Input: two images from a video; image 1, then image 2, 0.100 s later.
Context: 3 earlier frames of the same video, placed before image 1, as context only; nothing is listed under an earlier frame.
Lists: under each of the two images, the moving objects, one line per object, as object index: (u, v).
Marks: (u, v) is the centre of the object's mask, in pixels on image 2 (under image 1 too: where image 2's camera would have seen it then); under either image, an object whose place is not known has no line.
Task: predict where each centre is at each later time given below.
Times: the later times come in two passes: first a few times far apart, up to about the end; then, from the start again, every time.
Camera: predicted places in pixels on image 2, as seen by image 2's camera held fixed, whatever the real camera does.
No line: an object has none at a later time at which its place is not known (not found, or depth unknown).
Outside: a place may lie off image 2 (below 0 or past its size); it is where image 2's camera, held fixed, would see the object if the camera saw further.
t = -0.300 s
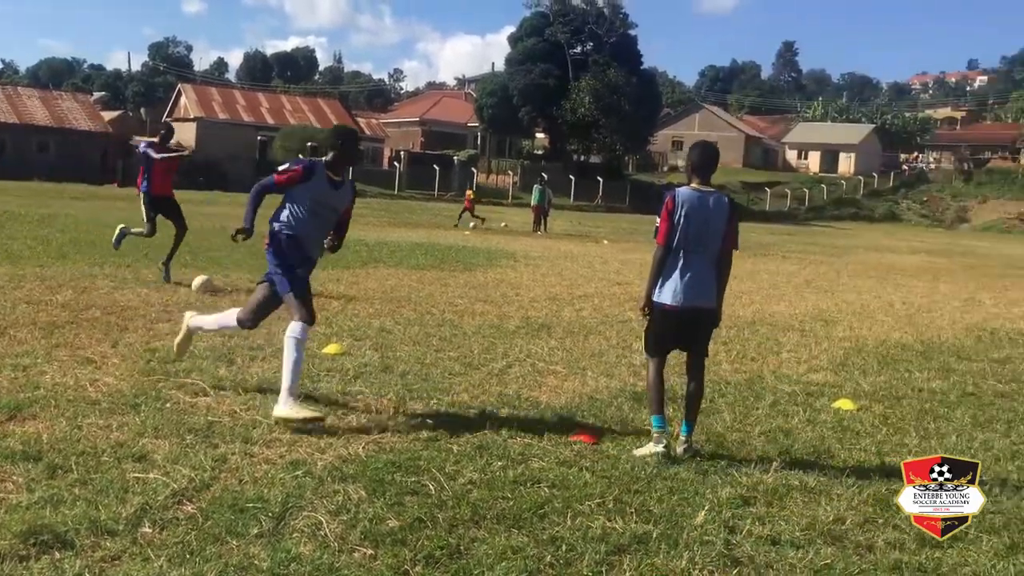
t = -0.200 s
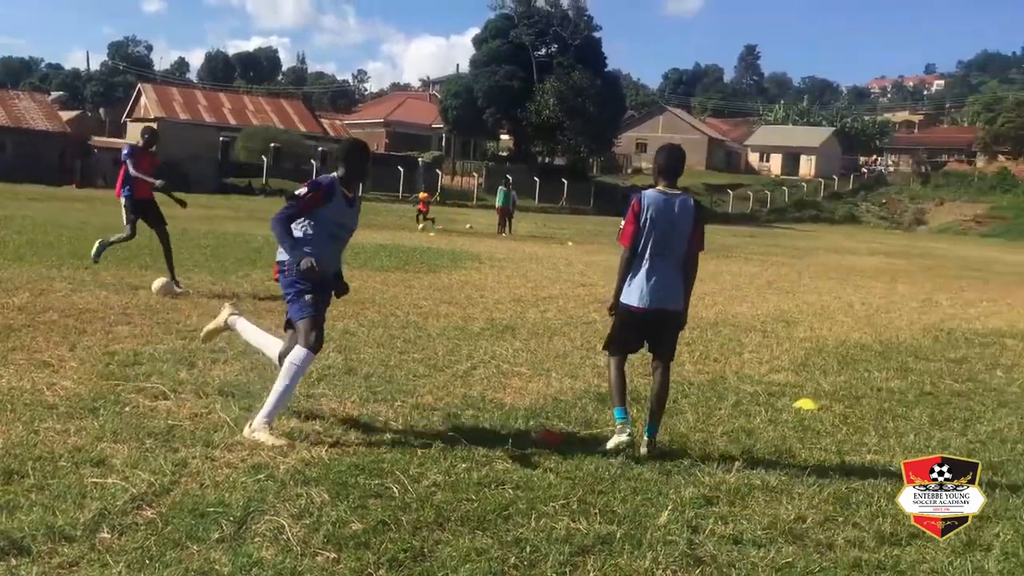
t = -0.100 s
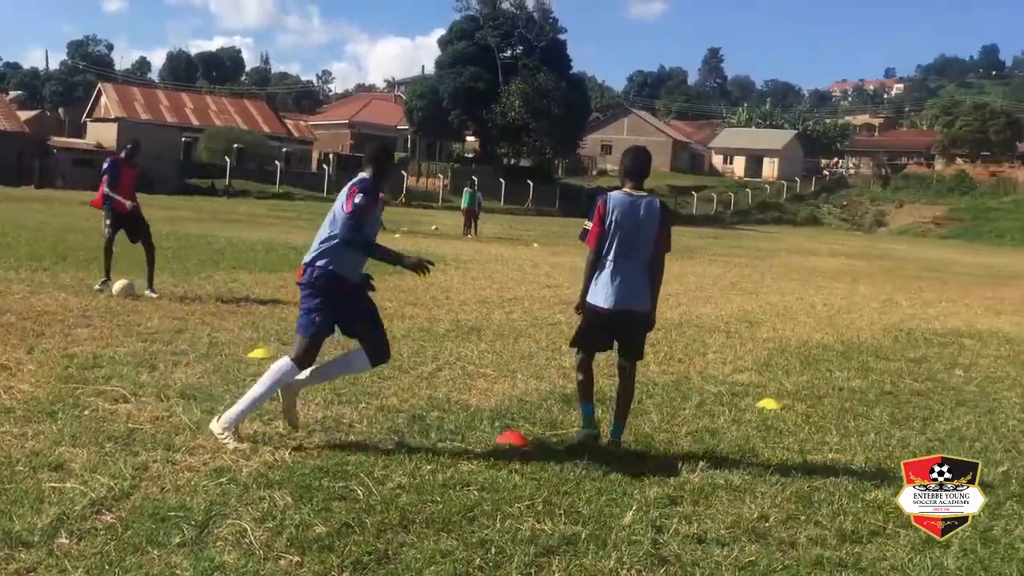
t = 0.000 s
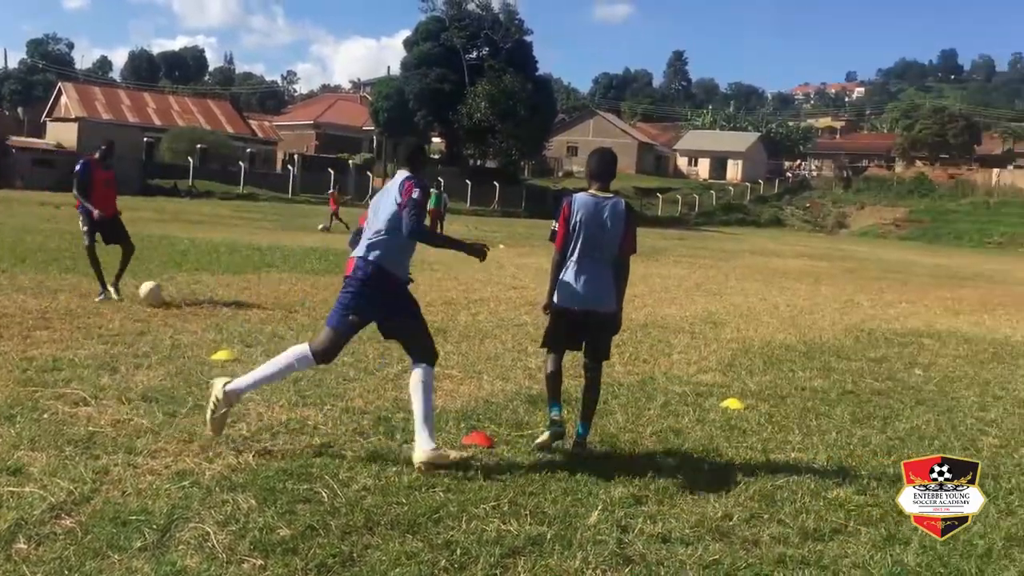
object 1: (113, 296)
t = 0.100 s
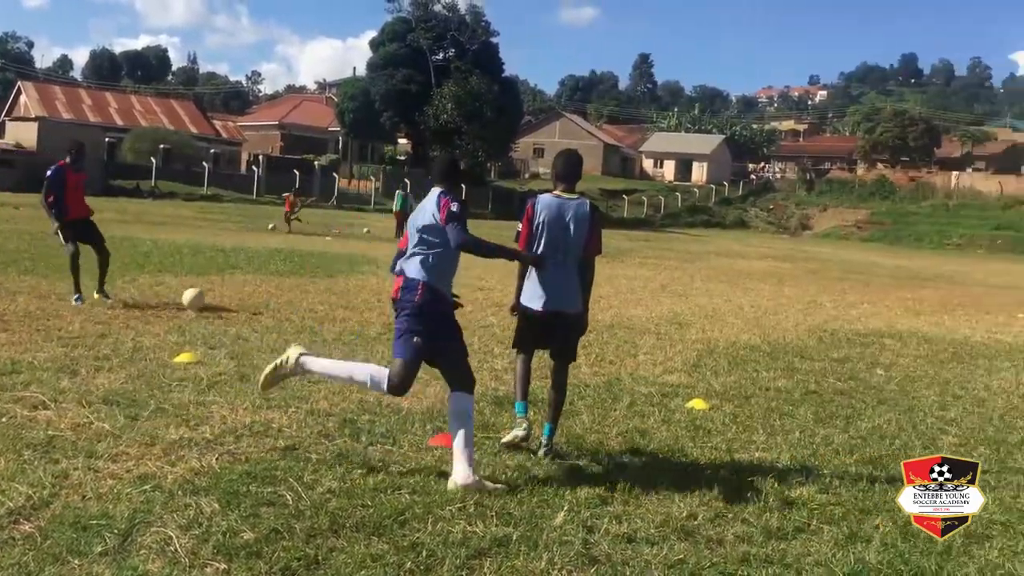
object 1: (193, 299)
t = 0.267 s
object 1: (320, 312)
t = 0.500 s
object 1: (463, 312)
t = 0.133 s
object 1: (220, 304)
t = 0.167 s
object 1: (248, 309)
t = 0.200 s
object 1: (275, 314)
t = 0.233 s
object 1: (300, 316)
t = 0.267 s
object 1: (320, 312)
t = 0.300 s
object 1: (341, 309)
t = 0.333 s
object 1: (362, 307)
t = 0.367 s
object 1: (382, 306)
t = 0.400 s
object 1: (402, 305)
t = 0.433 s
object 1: (423, 306)
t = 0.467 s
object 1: (442, 309)
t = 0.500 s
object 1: (463, 312)
